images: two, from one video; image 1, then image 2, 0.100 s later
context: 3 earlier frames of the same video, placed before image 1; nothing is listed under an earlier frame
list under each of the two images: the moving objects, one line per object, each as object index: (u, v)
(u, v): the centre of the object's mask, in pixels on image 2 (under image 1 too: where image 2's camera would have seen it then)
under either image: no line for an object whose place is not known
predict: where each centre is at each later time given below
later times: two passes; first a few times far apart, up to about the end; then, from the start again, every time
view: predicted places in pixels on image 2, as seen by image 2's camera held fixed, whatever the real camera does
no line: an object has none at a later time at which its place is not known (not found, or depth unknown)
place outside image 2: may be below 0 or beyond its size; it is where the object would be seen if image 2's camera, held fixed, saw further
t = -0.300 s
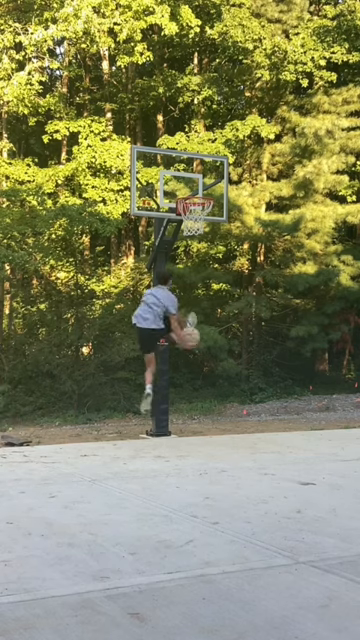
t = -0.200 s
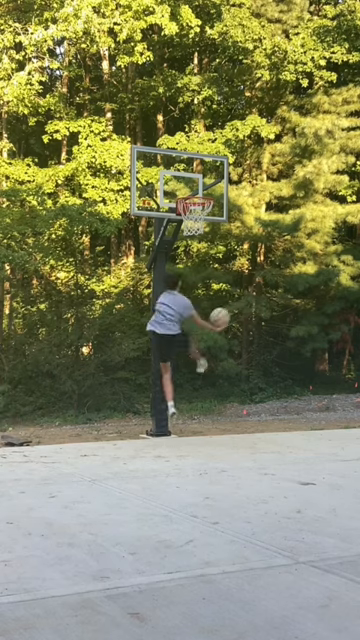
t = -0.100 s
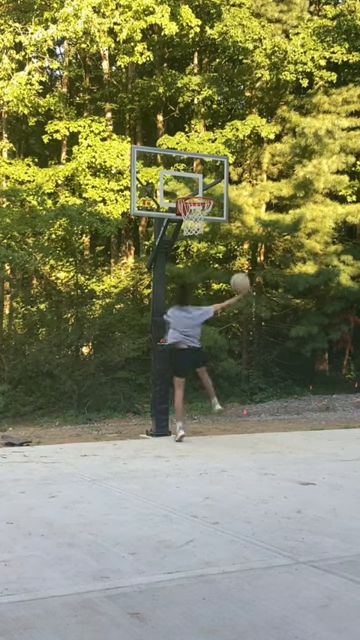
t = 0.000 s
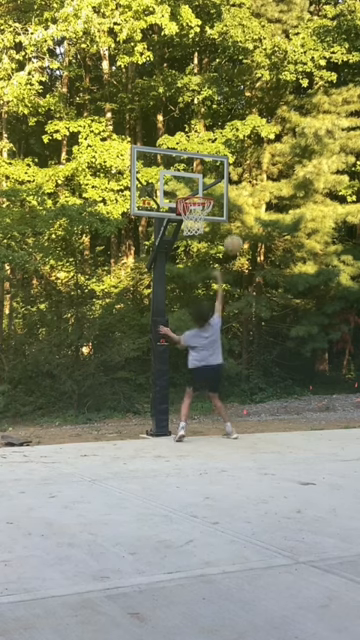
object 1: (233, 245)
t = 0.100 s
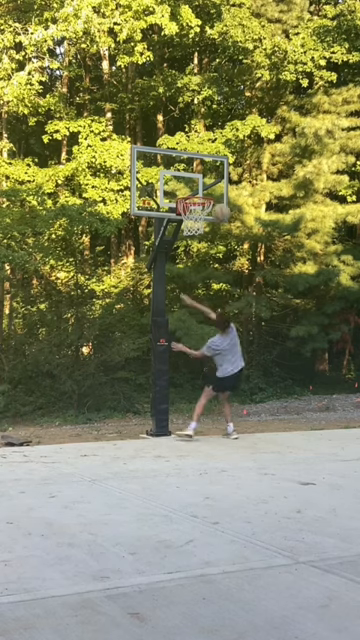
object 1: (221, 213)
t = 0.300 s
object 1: (205, 179)
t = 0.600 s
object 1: (203, 190)
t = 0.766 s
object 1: (197, 199)
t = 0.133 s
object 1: (219, 201)
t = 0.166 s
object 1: (215, 195)
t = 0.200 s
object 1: (208, 190)
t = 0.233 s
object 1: (206, 184)
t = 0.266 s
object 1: (205, 182)
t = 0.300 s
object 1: (205, 179)
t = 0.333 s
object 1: (205, 178)
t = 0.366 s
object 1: (205, 177)
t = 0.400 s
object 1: (205, 177)
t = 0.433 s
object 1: (205, 177)
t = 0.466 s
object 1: (205, 180)
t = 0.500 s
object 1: (204, 182)
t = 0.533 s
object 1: (204, 184)
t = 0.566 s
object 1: (204, 188)
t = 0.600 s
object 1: (203, 190)
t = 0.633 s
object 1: (202, 189)
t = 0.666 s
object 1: (201, 190)
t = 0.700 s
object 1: (200, 192)
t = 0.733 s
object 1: (199, 193)
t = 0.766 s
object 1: (197, 199)
